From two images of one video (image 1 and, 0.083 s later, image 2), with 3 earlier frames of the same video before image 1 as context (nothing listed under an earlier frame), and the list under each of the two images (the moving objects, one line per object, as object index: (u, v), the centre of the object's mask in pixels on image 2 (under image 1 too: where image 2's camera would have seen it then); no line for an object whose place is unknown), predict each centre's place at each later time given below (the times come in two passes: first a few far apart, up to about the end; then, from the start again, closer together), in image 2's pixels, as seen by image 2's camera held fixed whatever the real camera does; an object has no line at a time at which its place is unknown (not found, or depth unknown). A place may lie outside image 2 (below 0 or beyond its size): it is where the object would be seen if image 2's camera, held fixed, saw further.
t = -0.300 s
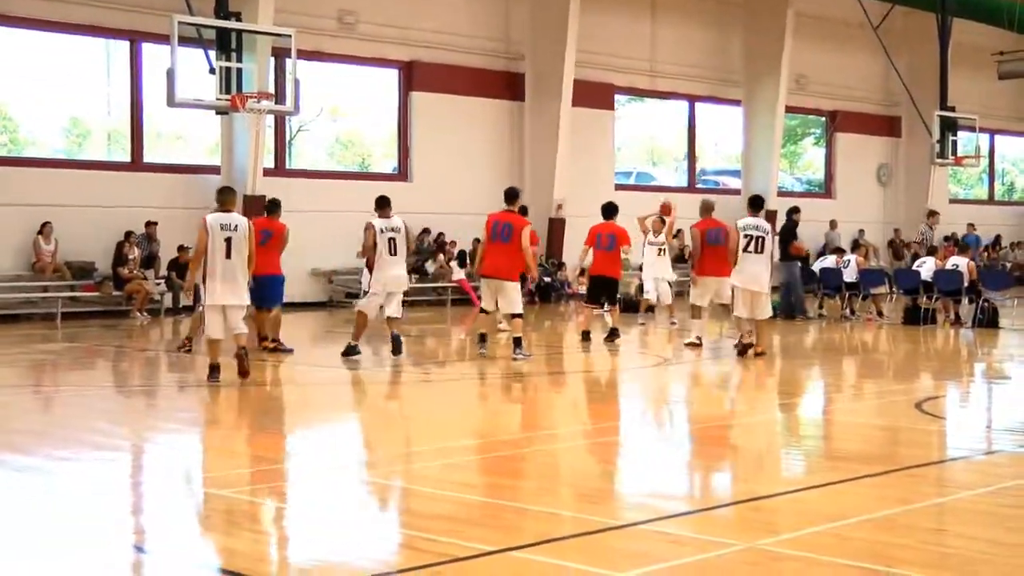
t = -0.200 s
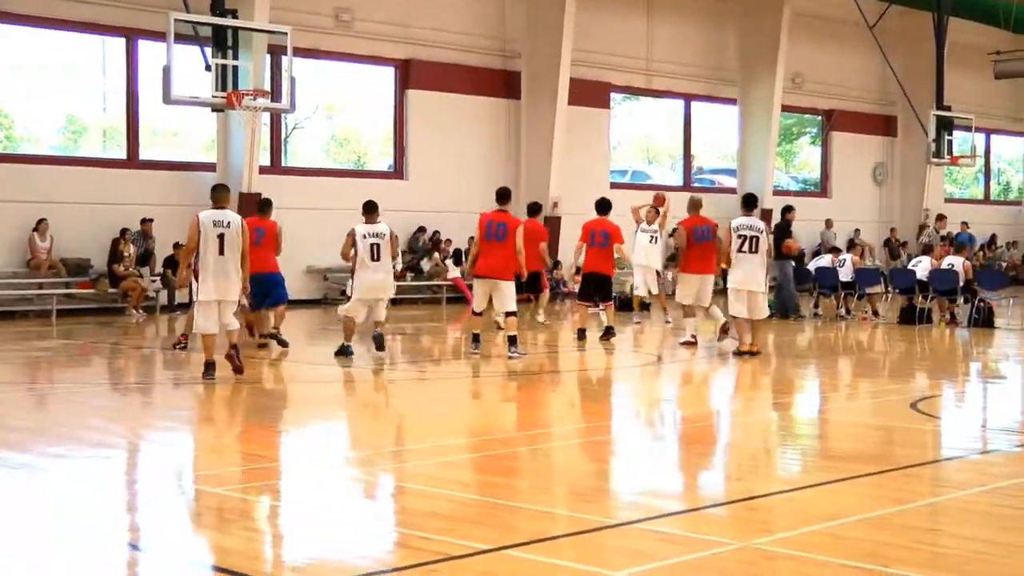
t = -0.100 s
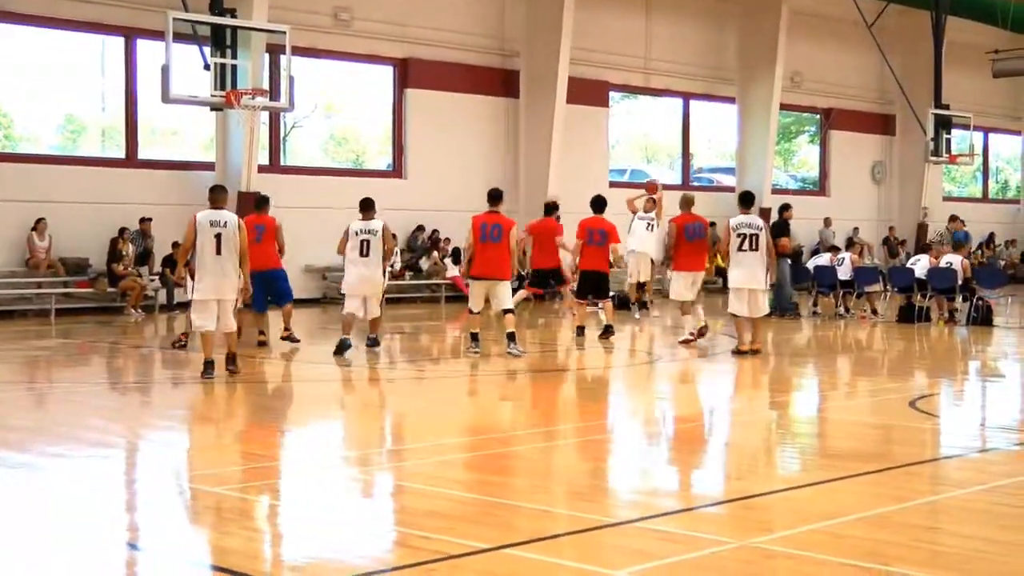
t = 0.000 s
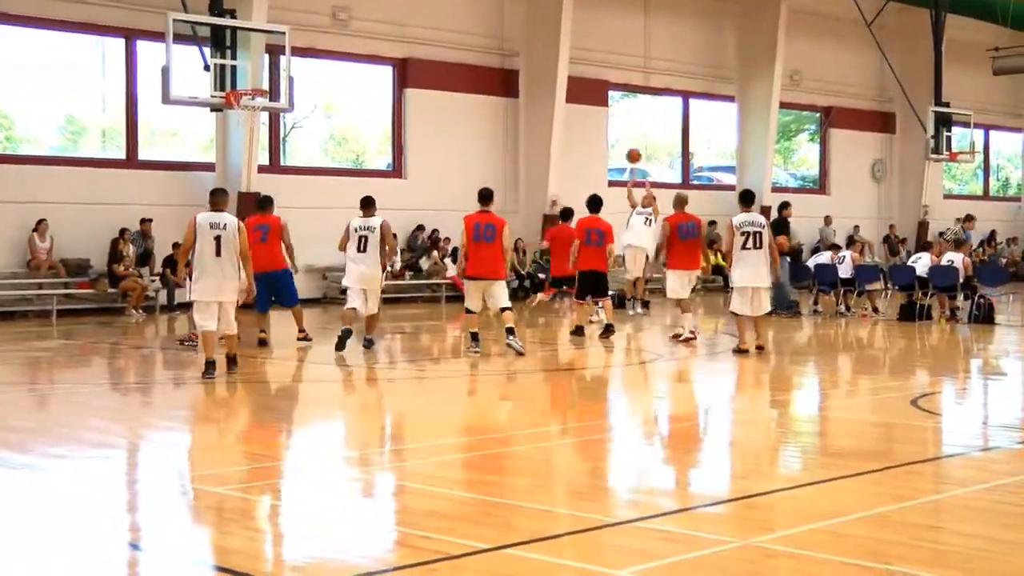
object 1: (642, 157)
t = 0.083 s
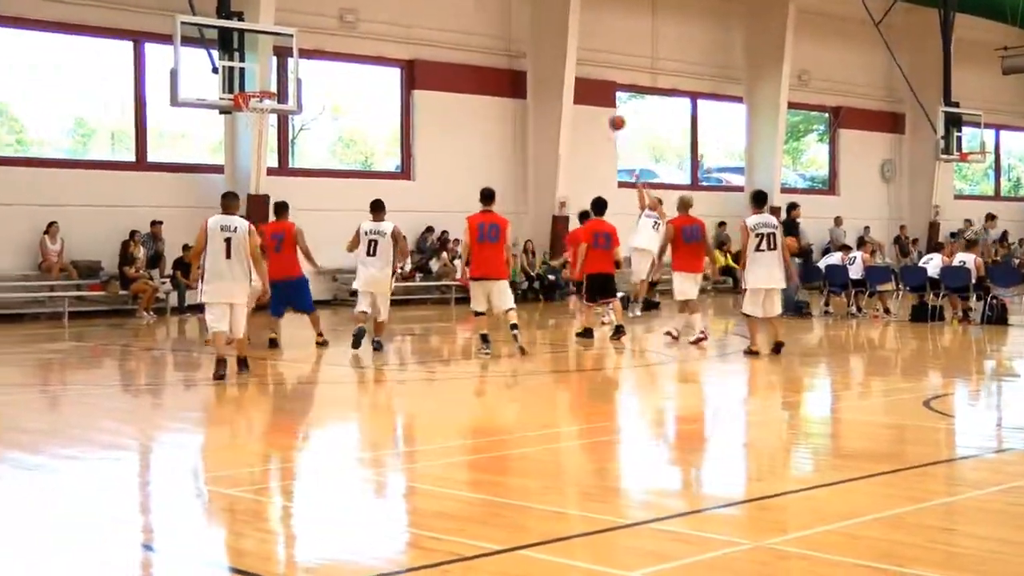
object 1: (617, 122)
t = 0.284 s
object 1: (556, 59)
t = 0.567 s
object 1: (465, 6)
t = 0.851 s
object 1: (369, 13)
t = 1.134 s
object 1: (265, 86)
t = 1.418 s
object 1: (228, 135)
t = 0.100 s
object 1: (611, 116)
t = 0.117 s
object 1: (607, 110)
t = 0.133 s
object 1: (602, 104)
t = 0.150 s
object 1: (599, 96)
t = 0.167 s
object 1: (594, 89)
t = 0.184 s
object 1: (586, 82)
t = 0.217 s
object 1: (575, 76)
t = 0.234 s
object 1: (571, 71)
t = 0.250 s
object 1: (566, 67)
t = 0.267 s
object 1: (561, 63)
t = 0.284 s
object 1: (556, 59)
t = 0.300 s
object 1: (550, 54)
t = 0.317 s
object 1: (546, 49)
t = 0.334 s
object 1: (541, 46)
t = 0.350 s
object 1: (535, 41)
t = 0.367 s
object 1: (530, 38)
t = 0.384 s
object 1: (522, 32)
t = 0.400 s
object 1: (517, 29)
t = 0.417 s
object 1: (513, 27)
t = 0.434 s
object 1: (508, 24)
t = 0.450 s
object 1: (502, 21)
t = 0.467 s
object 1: (497, 19)
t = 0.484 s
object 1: (492, 17)
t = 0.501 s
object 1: (486, 14)
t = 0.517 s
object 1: (481, 12)
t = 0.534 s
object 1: (476, 9)
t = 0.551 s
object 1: (470, 8)
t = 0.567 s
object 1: (465, 6)
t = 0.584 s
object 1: (459, 5)
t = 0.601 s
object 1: (453, 3)
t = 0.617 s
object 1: (447, 2)
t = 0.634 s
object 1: (442, 2)
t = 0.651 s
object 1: (438, 2)
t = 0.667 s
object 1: (432, 2)
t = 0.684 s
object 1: (426, 1)
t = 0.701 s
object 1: (420, 2)
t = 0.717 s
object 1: (414, 2)
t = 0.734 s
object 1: (409, 2)
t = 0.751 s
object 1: (403, 3)
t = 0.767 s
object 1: (398, 4)
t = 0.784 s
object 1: (392, 5)
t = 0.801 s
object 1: (387, 6)
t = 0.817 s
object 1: (381, 9)
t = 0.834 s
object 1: (375, 11)
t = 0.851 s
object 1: (369, 13)
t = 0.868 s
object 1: (363, 15)
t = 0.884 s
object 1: (357, 18)
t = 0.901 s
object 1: (351, 21)
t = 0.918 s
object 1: (346, 23)
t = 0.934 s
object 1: (340, 27)
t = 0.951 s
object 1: (334, 31)
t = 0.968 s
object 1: (327, 35)
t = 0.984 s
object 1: (321, 38)
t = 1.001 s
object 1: (315, 42)
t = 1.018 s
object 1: (310, 47)
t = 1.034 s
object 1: (301, 51)
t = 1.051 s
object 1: (298, 57)
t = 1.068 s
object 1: (290, 62)
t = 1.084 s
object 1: (284, 66)
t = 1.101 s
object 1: (278, 73)
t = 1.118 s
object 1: (271, 79)
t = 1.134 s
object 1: (265, 86)
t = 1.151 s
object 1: (258, 91)
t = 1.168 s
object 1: (253, 100)
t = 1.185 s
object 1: (246, 101)
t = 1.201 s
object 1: (244, 103)
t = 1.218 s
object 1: (243, 104)
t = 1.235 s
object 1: (241, 108)
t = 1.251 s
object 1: (240, 109)
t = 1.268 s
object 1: (239, 110)
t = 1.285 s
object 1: (237, 113)
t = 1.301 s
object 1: (236, 114)
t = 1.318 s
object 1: (235, 117)
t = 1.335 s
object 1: (234, 119)
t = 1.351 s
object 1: (232, 123)
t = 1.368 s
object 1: (231, 125)
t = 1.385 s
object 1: (230, 128)
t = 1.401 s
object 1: (229, 132)
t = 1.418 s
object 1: (228, 135)
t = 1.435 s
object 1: (227, 140)
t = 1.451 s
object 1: (225, 144)
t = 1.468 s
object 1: (224, 148)
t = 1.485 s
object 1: (223, 152)
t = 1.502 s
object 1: (221, 157)
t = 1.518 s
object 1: (221, 162)
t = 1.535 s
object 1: (220, 168)
